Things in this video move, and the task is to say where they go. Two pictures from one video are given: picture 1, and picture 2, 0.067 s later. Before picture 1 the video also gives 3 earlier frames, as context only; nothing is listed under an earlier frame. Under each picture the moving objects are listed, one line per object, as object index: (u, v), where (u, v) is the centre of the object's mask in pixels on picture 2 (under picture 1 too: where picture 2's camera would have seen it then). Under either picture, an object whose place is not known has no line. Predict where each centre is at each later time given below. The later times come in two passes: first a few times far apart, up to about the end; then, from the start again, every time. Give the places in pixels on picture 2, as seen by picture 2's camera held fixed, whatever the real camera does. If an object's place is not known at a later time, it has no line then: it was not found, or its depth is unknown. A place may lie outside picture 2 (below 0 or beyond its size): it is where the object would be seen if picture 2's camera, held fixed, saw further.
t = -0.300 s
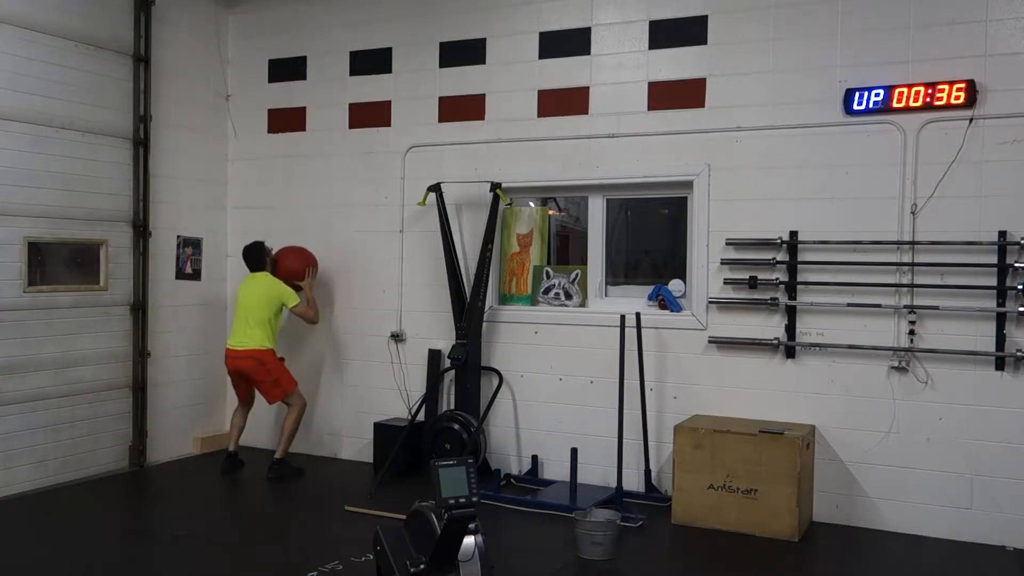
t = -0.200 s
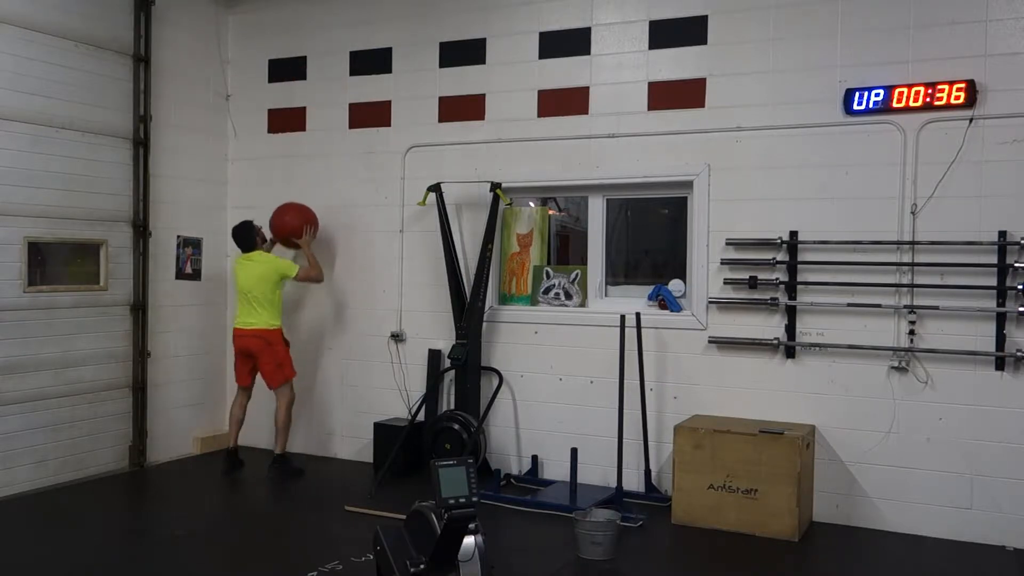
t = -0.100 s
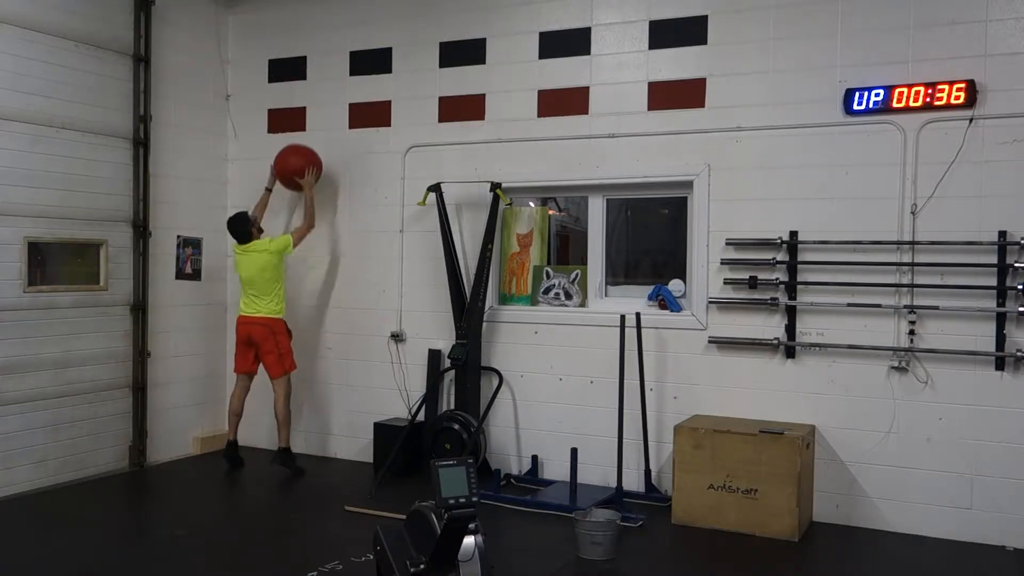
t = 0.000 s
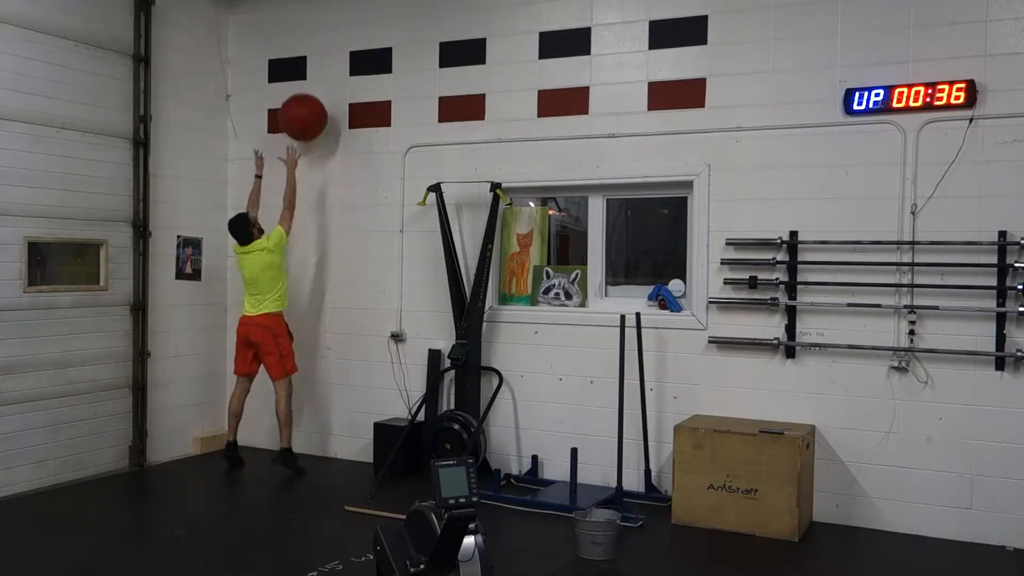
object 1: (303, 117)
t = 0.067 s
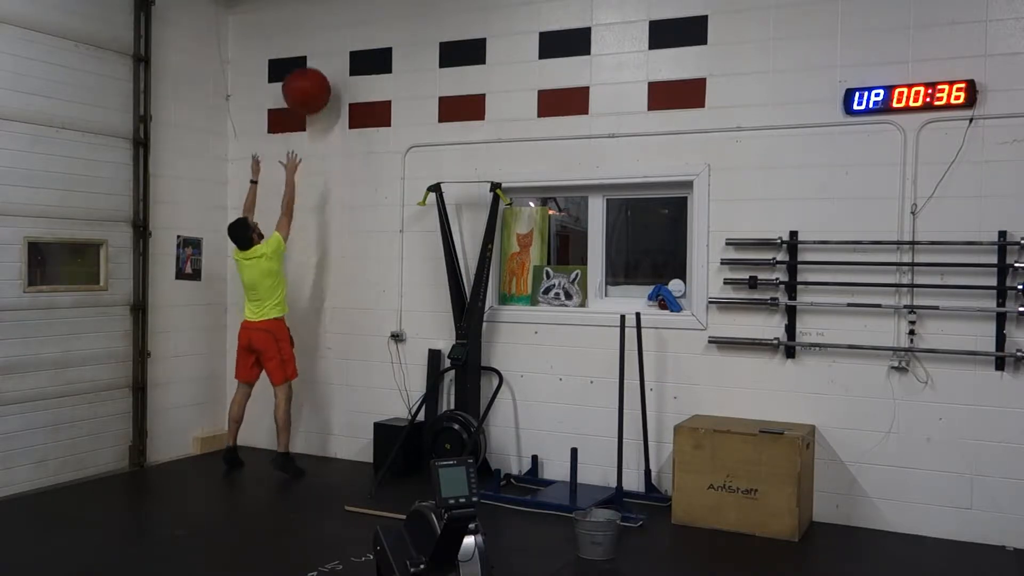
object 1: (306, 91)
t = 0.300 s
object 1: (318, 44)
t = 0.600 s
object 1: (317, 77)
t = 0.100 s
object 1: (308, 80)
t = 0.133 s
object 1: (310, 70)
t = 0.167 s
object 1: (311, 62)
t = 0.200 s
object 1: (313, 55)
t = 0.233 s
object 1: (314, 50)
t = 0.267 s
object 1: (316, 46)
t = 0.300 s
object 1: (318, 44)
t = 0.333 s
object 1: (319, 43)
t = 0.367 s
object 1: (318, 42)
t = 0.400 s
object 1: (318, 43)
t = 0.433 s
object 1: (318, 45)
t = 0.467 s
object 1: (318, 48)
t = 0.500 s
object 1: (318, 54)
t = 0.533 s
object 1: (317, 60)
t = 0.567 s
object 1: (317, 68)
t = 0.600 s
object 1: (317, 77)
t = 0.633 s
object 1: (317, 89)
